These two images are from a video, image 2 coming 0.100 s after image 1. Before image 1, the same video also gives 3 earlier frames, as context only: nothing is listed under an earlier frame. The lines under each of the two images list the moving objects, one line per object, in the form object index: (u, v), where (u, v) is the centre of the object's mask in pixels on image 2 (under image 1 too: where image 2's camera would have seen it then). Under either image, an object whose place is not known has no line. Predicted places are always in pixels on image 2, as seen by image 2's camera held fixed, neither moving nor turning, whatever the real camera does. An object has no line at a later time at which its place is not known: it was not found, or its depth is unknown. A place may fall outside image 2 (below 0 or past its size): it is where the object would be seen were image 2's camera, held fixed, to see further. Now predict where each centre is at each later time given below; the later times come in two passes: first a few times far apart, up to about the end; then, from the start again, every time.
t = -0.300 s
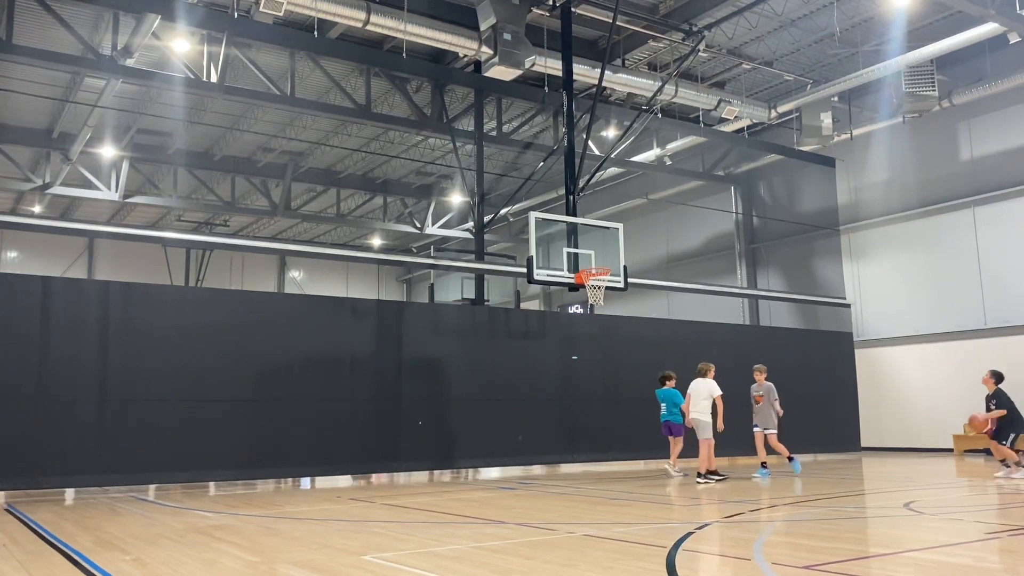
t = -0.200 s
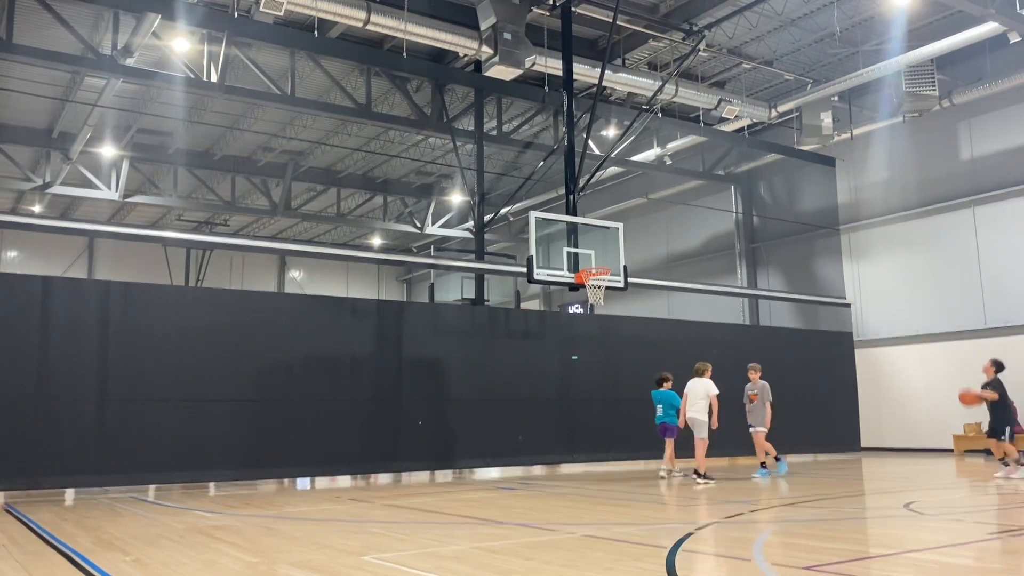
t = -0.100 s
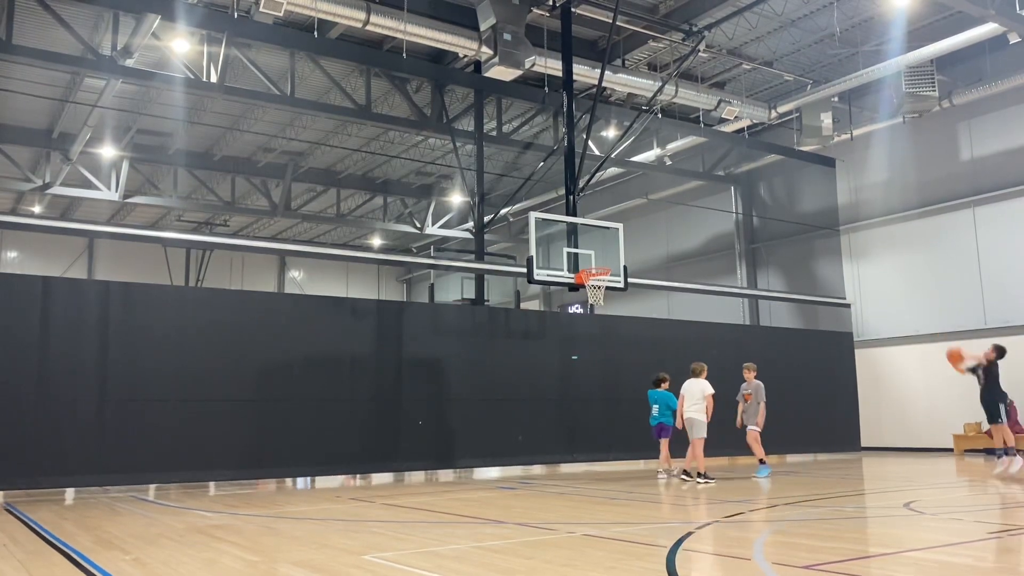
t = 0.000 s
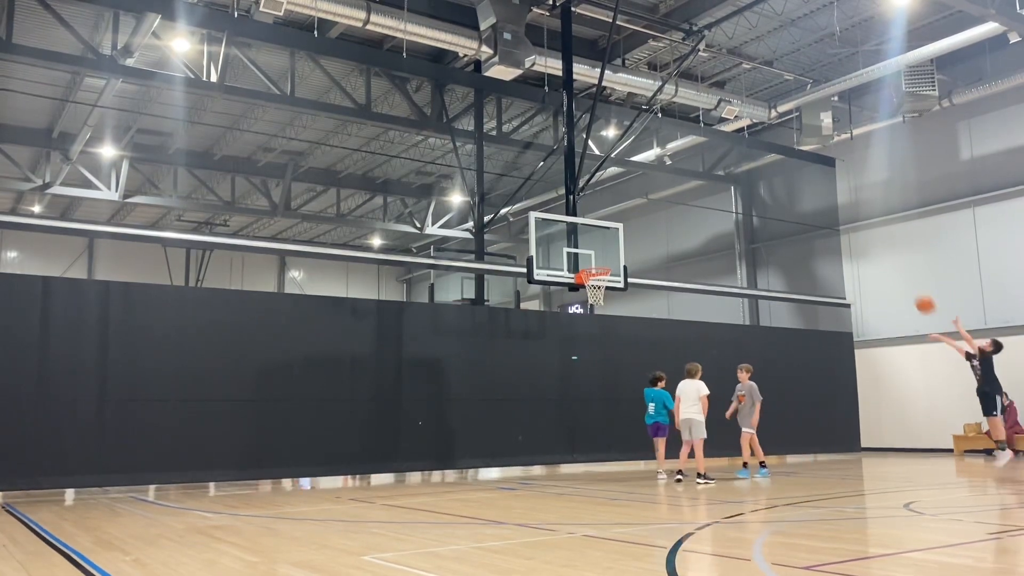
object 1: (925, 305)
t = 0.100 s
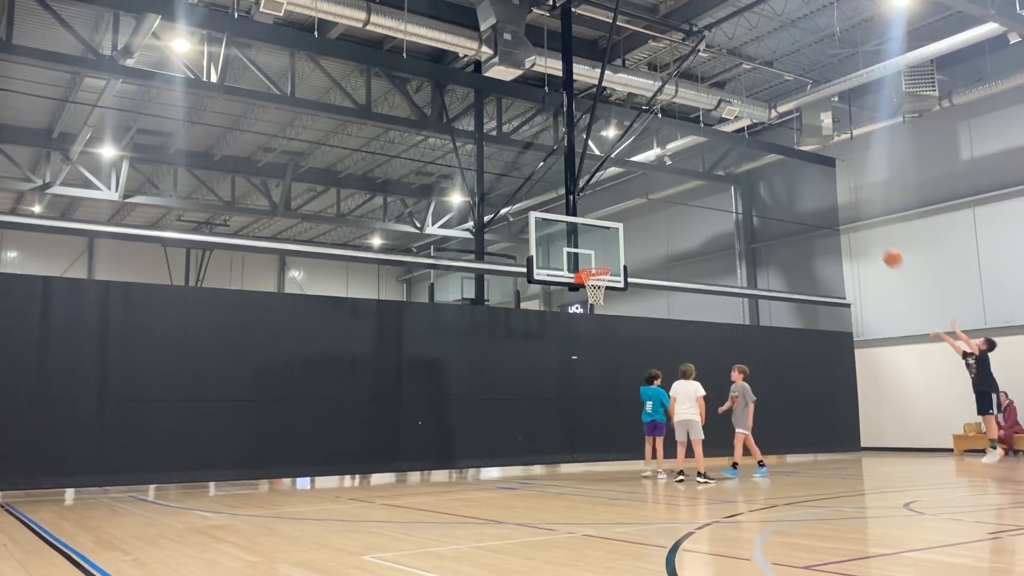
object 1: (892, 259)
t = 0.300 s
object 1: (832, 192)
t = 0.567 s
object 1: (761, 151)
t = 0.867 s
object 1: (691, 162)
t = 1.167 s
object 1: (626, 226)
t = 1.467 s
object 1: (579, 314)
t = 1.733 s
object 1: (554, 398)
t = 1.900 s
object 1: (540, 463)
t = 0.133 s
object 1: (882, 245)
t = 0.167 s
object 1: (871, 233)
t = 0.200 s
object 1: (861, 221)
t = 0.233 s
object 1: (852, 211)
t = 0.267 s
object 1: (843, 202)
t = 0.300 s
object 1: (832, 192)
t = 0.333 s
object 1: (823, 184)
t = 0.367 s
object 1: (814, 178)
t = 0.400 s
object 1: (805, 171)
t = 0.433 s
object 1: (796, 166)
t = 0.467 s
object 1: (787, 161)
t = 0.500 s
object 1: (779, 157)
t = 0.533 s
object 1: (771, 154)
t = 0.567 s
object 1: (761, 151)
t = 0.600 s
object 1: (754, 150)
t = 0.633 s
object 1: (745, 149)
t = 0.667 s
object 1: (737, 149)
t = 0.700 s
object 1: (729, 149)
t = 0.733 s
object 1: (721, 150)
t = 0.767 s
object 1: (713, 152)
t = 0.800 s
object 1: (706, 154)
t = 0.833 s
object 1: (698, 158)
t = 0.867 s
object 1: (691, 162)
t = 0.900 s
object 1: (683, 166)
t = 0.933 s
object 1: (675, 171)
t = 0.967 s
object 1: (669, 178)
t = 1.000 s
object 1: (662, 184)
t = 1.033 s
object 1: (654, 192)
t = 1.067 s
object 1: (647, 199)
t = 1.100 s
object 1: (640, 207)
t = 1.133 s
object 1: (632, 216)
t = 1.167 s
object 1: (626, 226)
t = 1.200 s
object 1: (619, 237)
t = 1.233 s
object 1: (612, 247)
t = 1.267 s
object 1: (605, 259)
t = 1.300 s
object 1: (600, 268)
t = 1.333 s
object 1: (597, 274)
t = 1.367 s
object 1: (588, 294)
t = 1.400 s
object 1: (587, 299)
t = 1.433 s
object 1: (582, 306)
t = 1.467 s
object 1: (579, 314)
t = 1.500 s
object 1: (575, 322)
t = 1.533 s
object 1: (572, 330)
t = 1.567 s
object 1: (569, 340)
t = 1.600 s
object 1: (566, 350)
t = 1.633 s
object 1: (563, 361)
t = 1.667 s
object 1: (560, 372)
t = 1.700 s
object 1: (557, 385)
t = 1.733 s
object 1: (554, 398)
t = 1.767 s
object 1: (551, 411)
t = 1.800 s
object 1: (547, 426)
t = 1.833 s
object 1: (544, 442)
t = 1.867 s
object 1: (541, 456)
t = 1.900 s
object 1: (540, 463)
